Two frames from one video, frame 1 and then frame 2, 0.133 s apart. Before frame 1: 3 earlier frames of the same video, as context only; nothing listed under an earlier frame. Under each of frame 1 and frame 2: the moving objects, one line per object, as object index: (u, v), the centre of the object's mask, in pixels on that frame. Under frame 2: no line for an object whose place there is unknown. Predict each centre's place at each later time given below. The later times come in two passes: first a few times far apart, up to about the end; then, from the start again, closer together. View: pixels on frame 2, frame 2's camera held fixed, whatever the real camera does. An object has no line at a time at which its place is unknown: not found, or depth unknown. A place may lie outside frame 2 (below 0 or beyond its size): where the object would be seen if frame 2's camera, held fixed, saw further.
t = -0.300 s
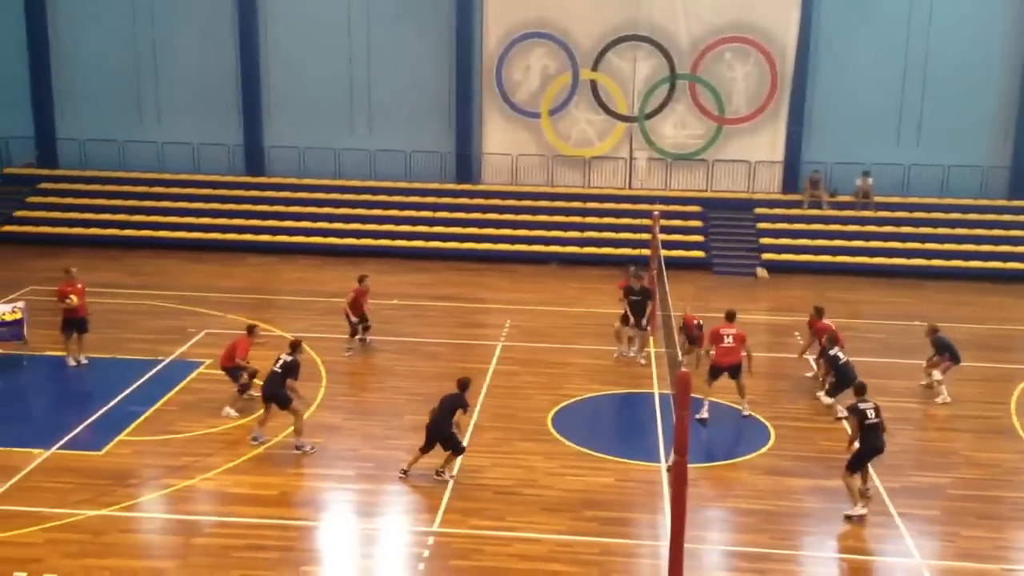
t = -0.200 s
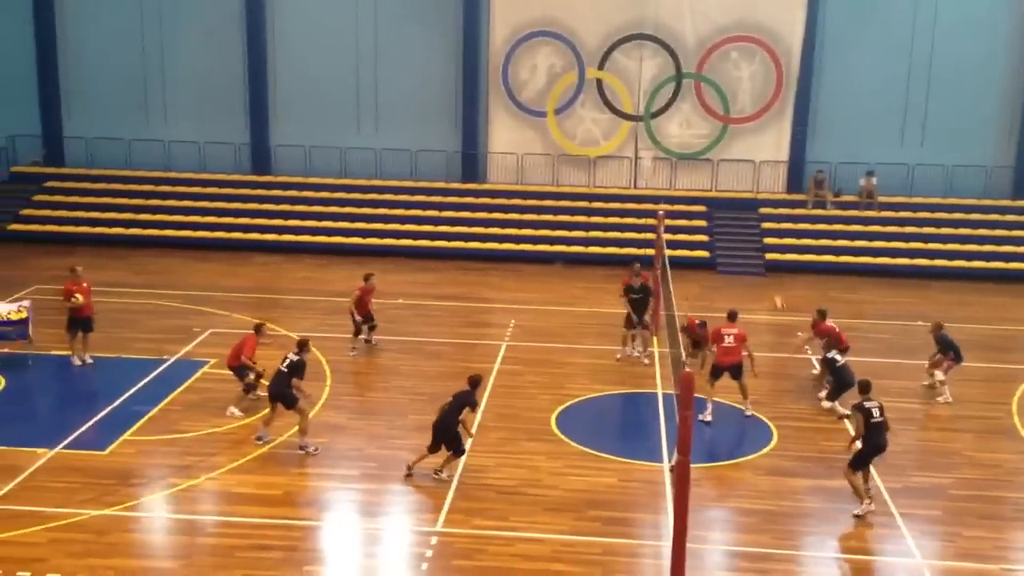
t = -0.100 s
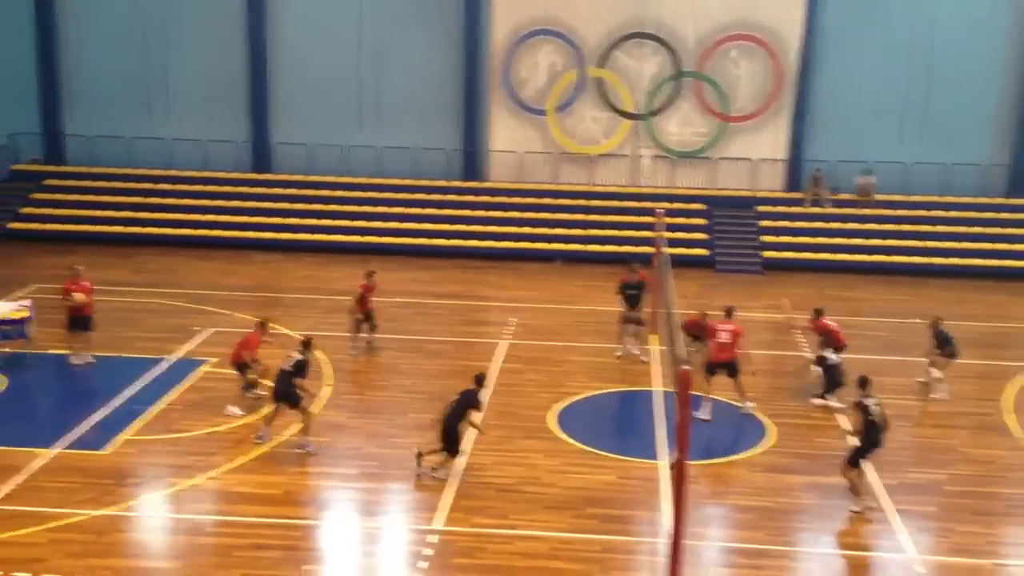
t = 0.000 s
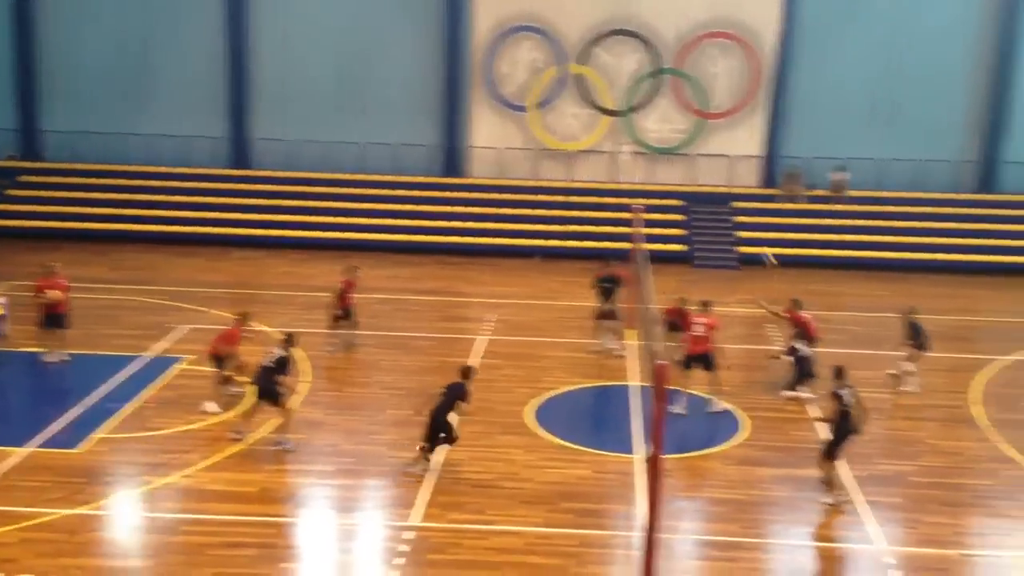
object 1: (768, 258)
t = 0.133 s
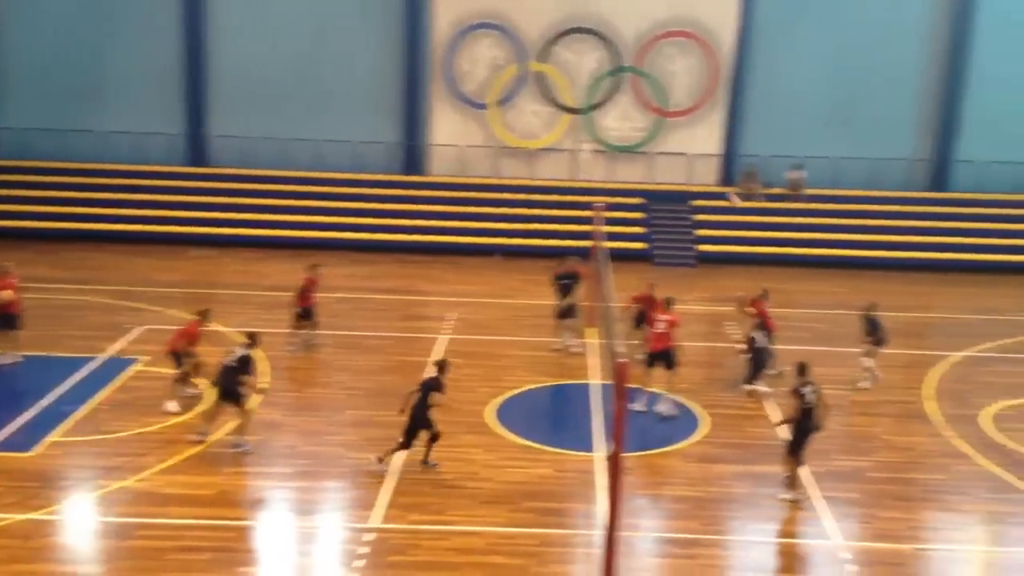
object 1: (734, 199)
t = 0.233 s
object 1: (740, 164)
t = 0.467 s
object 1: (750, 102)
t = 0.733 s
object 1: (760, 72)
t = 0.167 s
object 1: (735, 186)
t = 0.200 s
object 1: (737, 174)
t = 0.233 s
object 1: (740, 164)
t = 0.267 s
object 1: (742, 154)
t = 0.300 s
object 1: (742, 143)
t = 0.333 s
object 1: (744, 133)
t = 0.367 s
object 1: (746, 124)
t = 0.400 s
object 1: (748, 116)
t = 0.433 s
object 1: (749, 109)
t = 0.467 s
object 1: (750, 102)
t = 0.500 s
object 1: (752, 97)
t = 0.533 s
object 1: (754, 91)
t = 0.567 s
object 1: (755, 86)
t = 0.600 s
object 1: (756, 82)
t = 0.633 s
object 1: (757, 78)
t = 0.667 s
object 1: (758, 76)
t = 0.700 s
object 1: (760, 74)
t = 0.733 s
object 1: (760, 72)
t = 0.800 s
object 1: (762, 71)
